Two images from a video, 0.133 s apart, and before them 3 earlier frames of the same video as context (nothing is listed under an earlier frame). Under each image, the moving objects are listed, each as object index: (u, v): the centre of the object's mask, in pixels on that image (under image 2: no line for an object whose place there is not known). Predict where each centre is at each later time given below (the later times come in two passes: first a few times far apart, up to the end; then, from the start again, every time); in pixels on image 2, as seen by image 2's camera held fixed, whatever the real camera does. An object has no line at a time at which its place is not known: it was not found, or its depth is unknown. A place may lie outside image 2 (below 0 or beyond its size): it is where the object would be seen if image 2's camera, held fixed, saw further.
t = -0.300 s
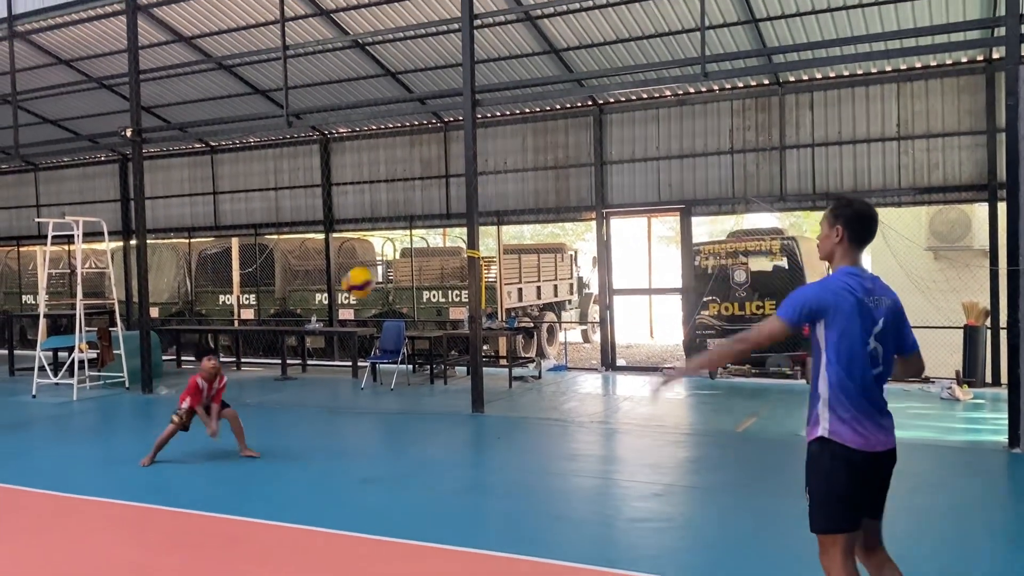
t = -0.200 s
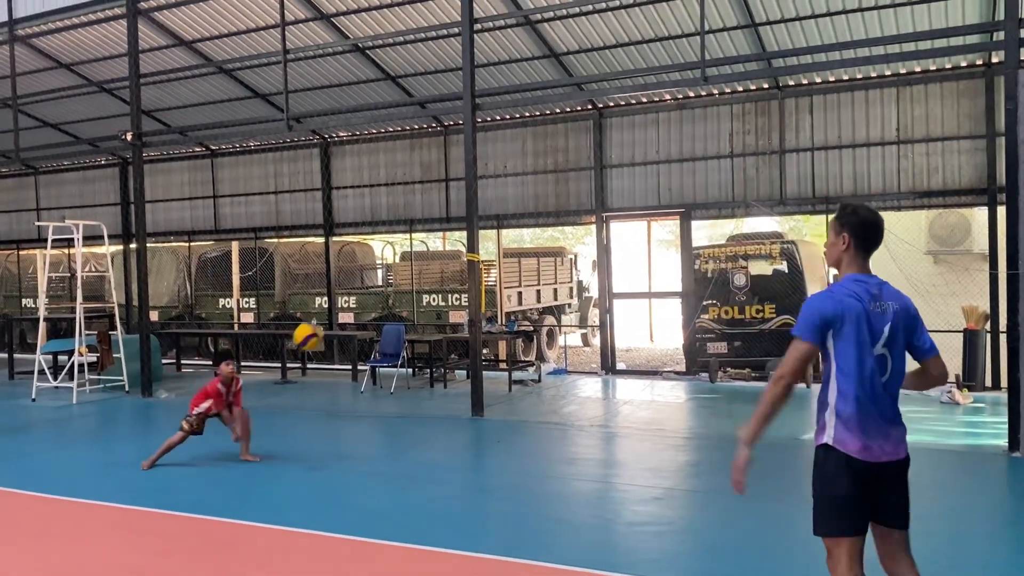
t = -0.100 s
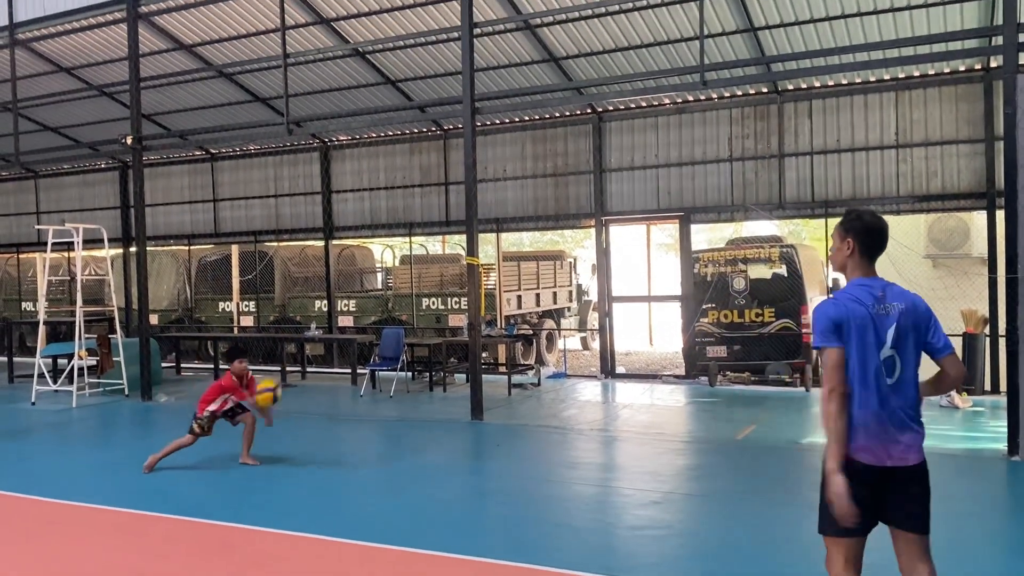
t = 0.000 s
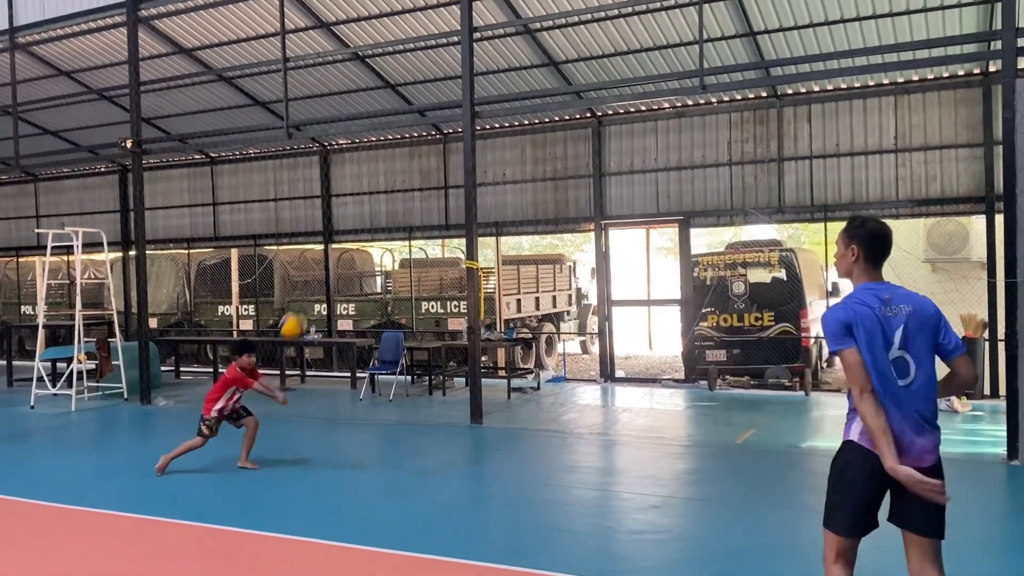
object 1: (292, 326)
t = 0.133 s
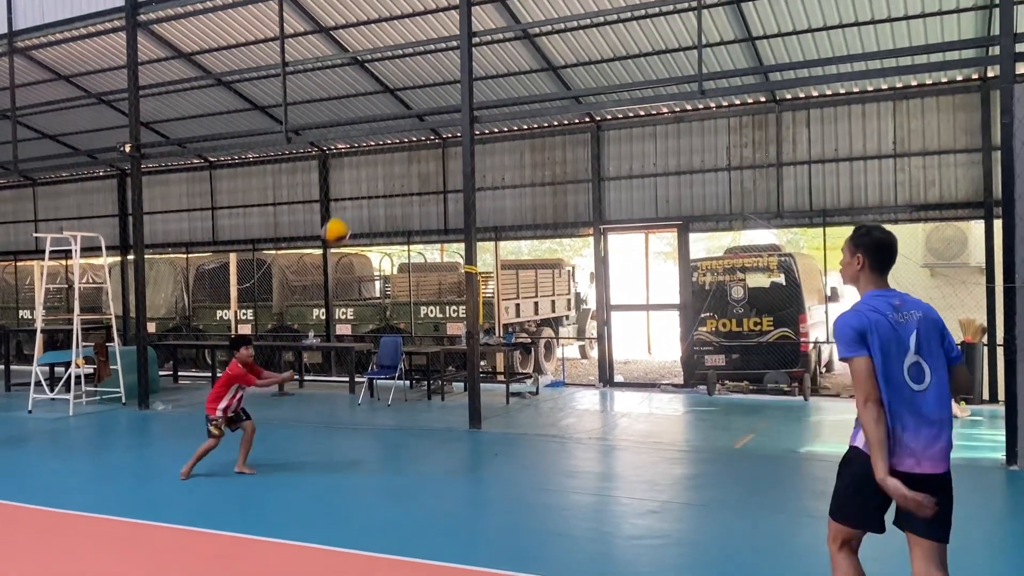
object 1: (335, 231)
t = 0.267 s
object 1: (384, 149)
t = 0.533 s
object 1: (497, 40)
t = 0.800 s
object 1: (636, 21)
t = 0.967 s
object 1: (736, 69)
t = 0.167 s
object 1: (349, 208)
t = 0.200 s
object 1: (360, 187)
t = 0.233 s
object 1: (372, 167)
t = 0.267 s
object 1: (384, 149)
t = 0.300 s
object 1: (397, 131)
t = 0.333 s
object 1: (410, 115)
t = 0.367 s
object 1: (424, 99)
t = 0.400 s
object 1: (438, 85)
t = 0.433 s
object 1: (452, 72)
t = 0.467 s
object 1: (466, 60)
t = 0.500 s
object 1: (481, 49)
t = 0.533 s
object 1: (497, 40)
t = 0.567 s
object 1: (512, 32)
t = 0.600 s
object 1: (528, 26)
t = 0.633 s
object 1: (545, 20)
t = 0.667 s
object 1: (563, 18)
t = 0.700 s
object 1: (580, 16)
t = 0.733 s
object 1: (598, 16)
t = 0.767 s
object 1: (617, 18)
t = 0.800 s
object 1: (636, 21)
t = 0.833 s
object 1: (654, 26)
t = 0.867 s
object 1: (673, 34)
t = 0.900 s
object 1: (694, 44)
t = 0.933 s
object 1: (715, 56)
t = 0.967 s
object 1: (736, 69)
